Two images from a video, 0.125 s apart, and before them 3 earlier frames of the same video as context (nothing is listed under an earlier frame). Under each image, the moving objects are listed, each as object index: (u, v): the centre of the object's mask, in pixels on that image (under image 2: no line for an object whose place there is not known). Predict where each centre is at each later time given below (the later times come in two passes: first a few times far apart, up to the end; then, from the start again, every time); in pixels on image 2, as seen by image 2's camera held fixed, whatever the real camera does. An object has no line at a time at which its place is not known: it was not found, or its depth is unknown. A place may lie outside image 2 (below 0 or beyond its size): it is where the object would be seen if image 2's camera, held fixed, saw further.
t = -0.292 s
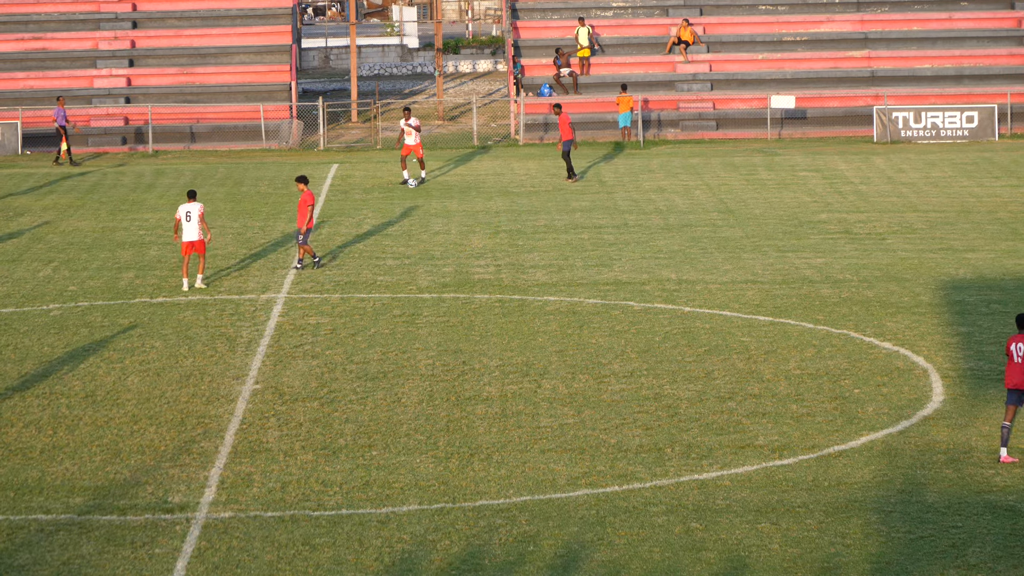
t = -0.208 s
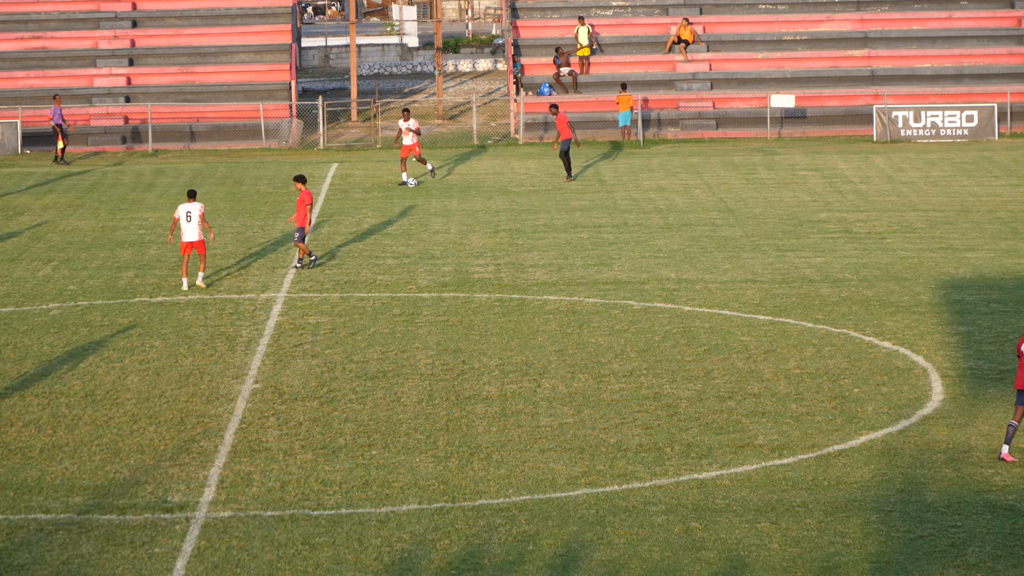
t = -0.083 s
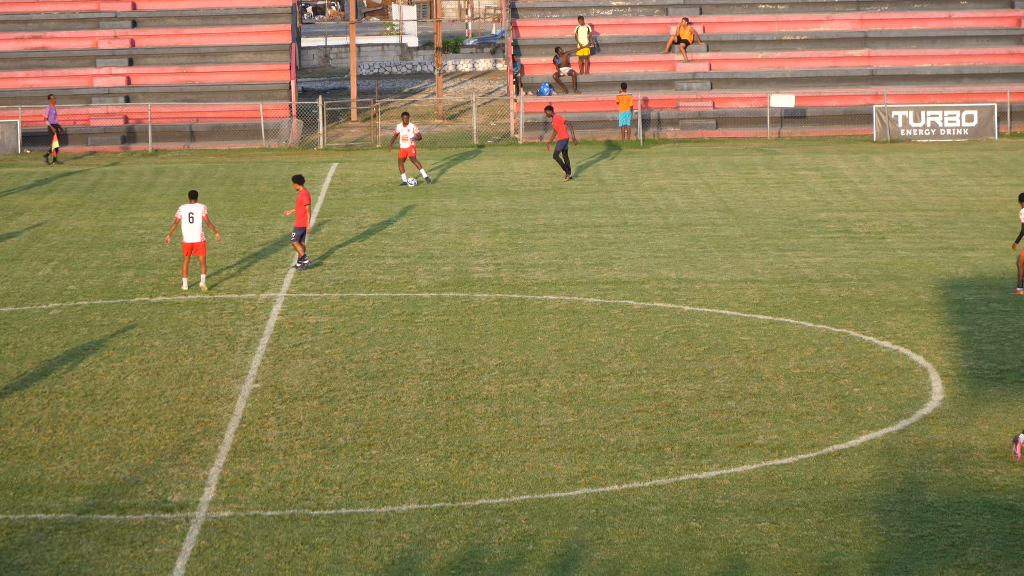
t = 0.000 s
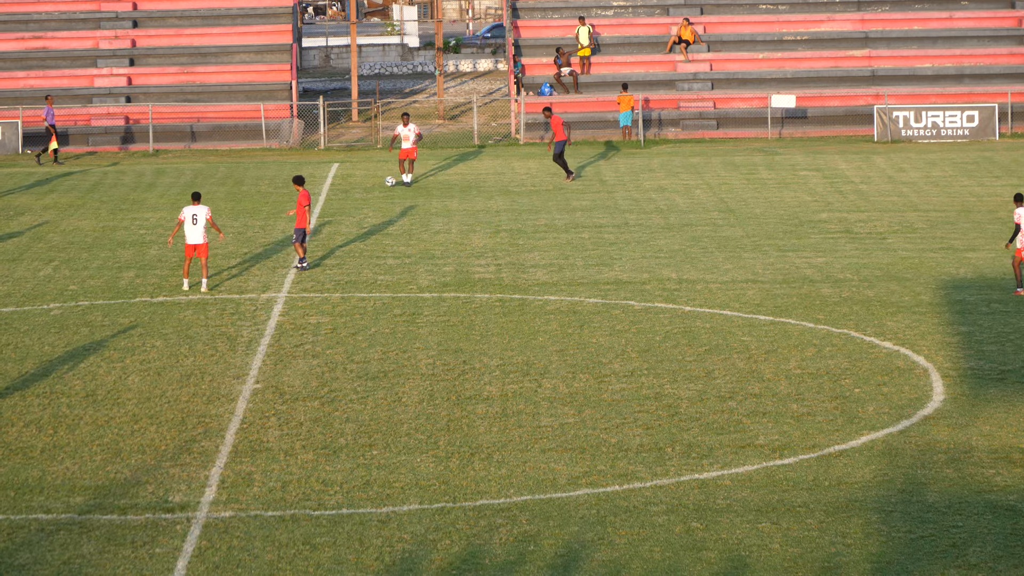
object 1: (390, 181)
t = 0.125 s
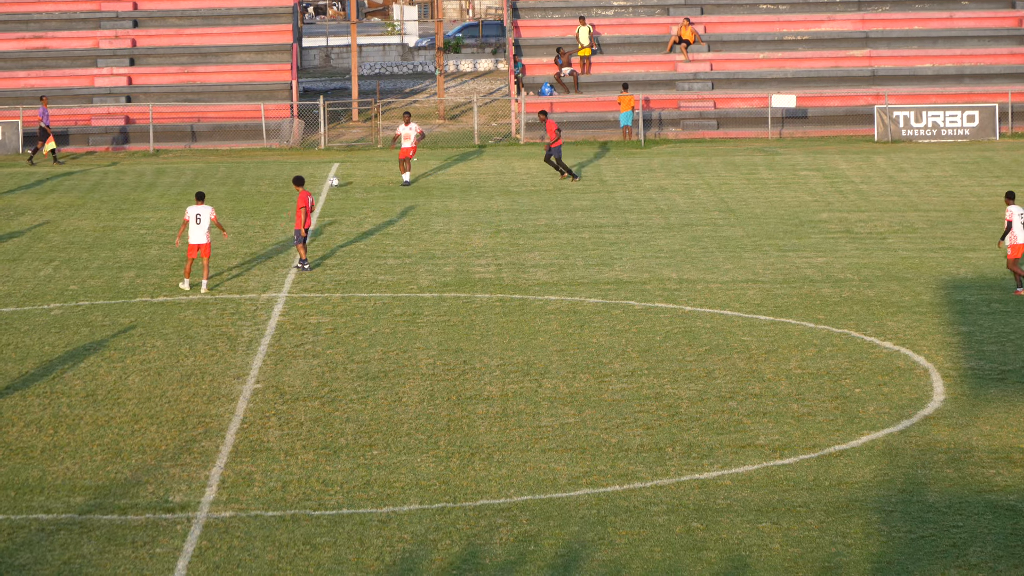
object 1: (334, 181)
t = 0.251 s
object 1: (277, 189)
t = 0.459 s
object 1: (206, 188)
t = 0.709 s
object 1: (139, 191)
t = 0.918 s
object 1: (91, 192)
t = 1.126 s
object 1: (44, 196)
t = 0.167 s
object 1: (315, 183)
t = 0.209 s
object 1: (294, 187)
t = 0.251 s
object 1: (277, 189)
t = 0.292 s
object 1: (262, 188)
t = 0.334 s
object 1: (248, 187)
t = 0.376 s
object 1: (234, 187)
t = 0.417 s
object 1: (220, 188)
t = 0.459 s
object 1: (206, 188)
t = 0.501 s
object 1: (193, 190)
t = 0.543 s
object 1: (179, 191)
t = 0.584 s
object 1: (169, 190)
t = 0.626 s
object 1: (159, 190)
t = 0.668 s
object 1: (149, 189)
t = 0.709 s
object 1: (139, 191)
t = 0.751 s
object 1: (129, 192)
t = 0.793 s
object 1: (119, 194)
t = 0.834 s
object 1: (110, 195)
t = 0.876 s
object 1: (100, 193)
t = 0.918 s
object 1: (91, 192)
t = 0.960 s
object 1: (82, 194)
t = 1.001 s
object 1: (72, 196)
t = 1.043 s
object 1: (62, 197)
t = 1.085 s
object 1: (53, 197)
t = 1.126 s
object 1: (44, 196)
